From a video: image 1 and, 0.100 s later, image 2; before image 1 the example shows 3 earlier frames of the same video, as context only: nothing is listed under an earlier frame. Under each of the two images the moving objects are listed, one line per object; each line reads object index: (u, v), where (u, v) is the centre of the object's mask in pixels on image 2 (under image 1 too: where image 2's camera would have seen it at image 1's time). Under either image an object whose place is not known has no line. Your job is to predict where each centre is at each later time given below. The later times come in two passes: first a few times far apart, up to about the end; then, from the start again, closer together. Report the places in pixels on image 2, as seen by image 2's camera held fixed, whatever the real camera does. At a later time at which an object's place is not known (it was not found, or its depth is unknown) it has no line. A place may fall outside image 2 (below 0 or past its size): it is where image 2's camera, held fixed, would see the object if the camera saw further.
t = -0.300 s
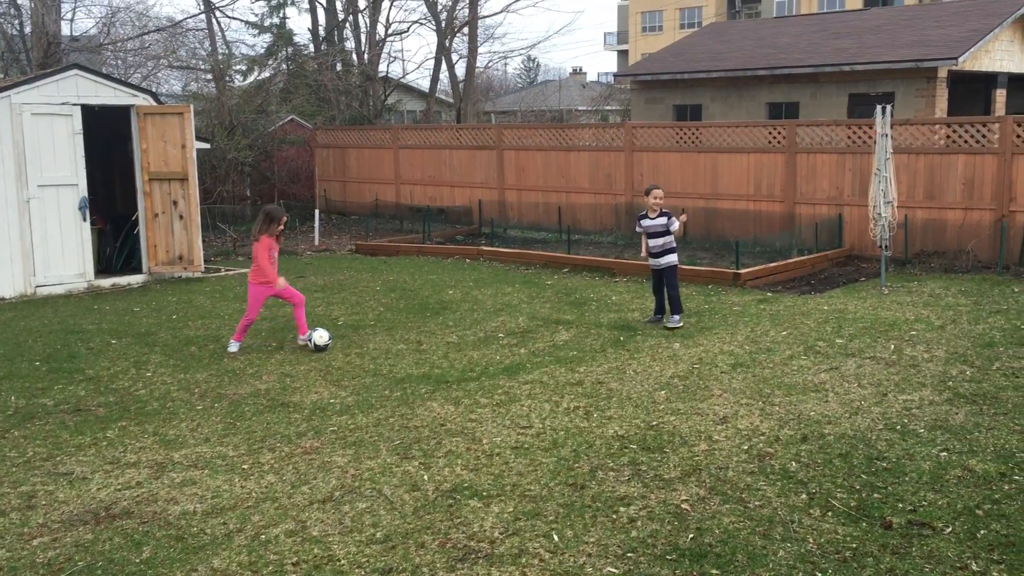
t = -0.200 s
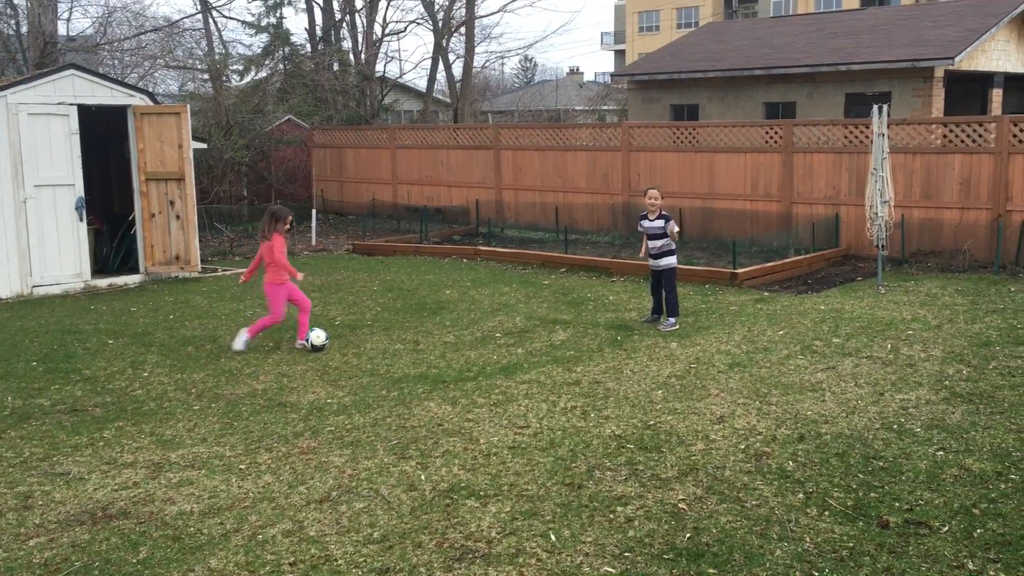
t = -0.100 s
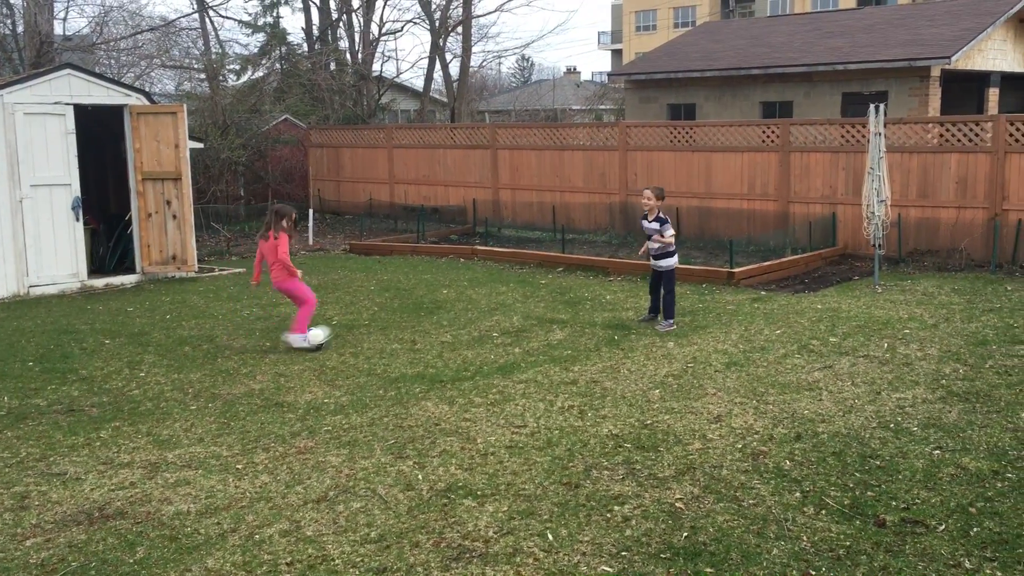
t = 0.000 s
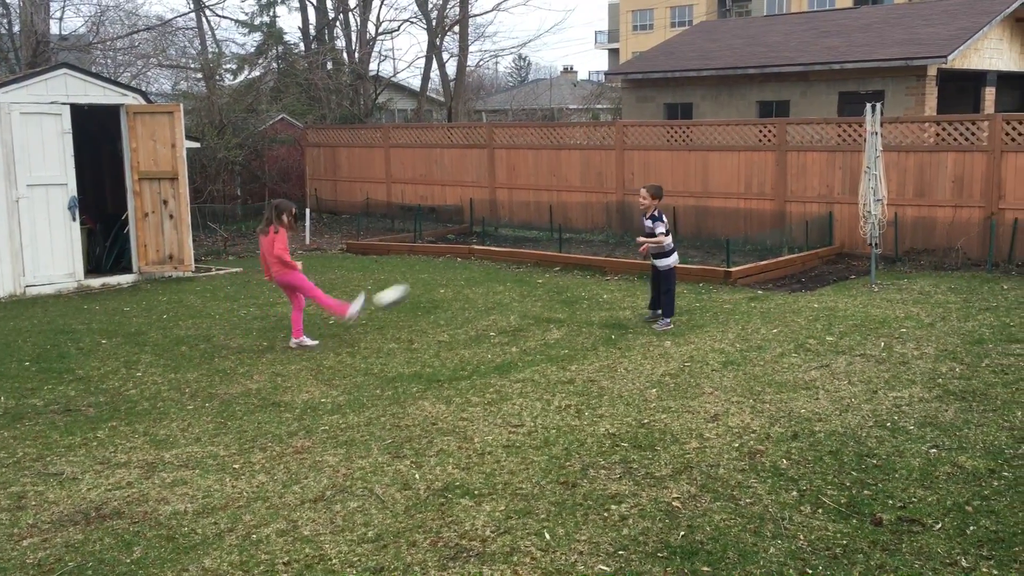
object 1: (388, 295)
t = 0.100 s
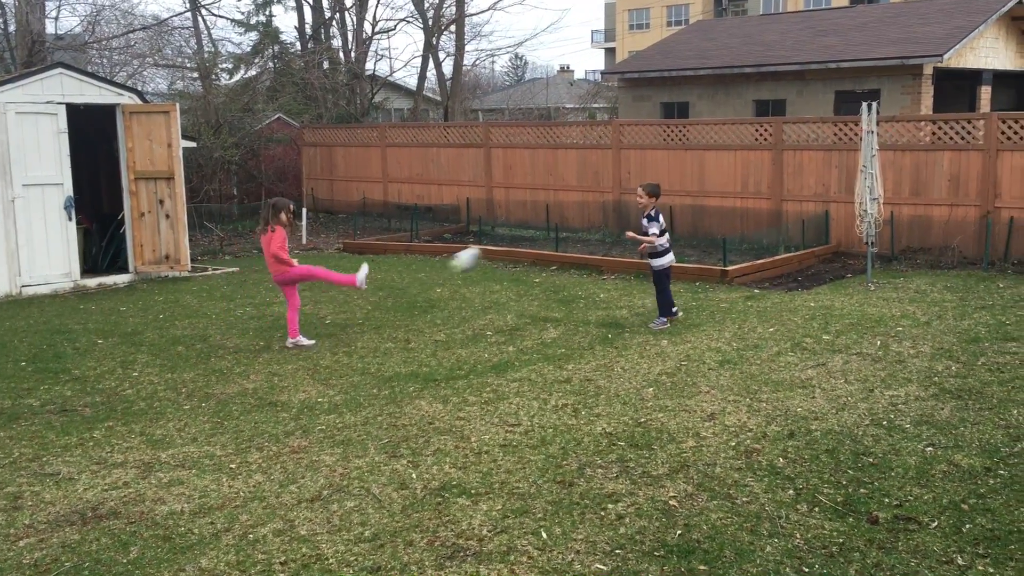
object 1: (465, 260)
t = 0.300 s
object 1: (611, 224)
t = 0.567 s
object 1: (787, 246)
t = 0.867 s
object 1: (938, 265)
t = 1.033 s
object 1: (1004, 267)
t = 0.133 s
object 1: (491, 251)
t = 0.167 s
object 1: (516, 242)
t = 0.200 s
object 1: (541, 236)
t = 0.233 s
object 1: (565, 231)
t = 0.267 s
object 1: (588, 227)
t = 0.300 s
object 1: (611, 224)
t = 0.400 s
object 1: (681, 224)
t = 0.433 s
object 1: (702, 227)
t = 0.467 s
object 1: (723, 230)
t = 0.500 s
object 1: (745, 233)
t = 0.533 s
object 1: (766, 239)
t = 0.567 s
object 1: (787, 246)
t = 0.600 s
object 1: (807, 254)
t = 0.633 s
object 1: (827, 263)
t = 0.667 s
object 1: (846, 272)
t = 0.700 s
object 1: (866, 283)
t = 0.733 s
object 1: (883, 283)
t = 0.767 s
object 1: (897, 277)
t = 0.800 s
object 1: (911, 272)
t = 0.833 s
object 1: (924, 267)
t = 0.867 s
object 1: (938, 265)
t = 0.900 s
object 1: (951, 263)
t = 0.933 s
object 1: (965, 262)
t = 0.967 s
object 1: (978, 262)
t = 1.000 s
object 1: (991, 265)
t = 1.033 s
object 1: (1004, 267)
